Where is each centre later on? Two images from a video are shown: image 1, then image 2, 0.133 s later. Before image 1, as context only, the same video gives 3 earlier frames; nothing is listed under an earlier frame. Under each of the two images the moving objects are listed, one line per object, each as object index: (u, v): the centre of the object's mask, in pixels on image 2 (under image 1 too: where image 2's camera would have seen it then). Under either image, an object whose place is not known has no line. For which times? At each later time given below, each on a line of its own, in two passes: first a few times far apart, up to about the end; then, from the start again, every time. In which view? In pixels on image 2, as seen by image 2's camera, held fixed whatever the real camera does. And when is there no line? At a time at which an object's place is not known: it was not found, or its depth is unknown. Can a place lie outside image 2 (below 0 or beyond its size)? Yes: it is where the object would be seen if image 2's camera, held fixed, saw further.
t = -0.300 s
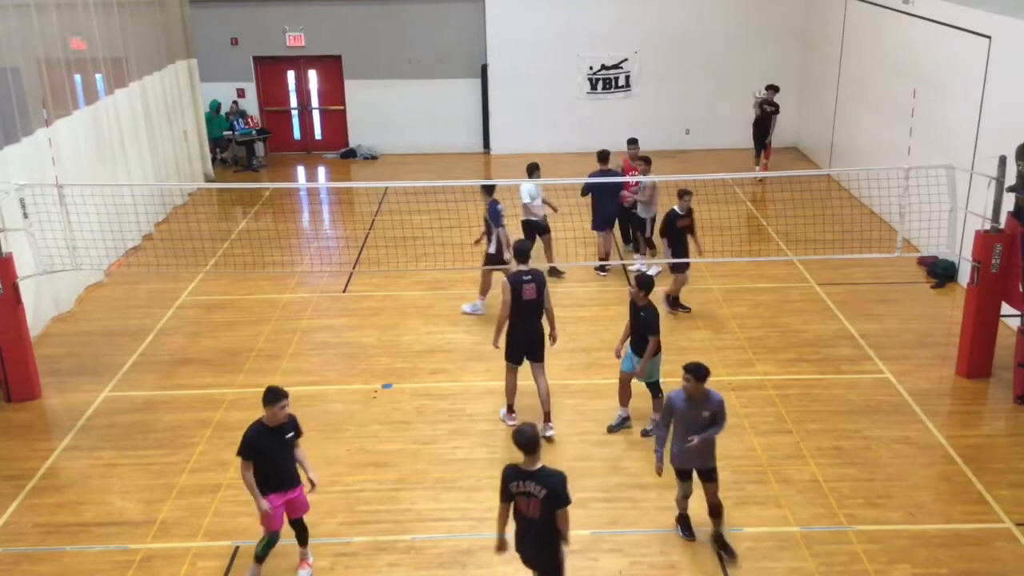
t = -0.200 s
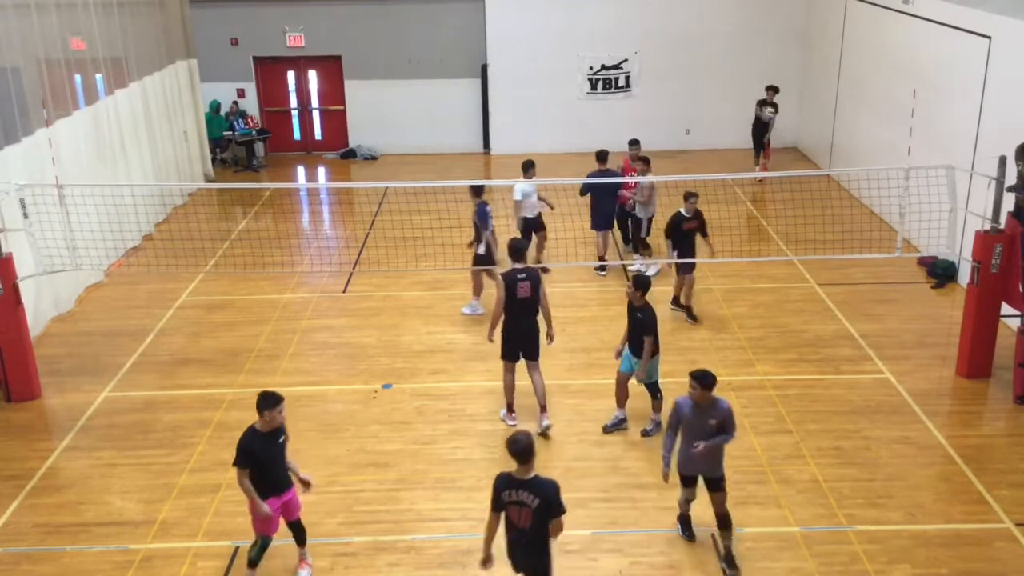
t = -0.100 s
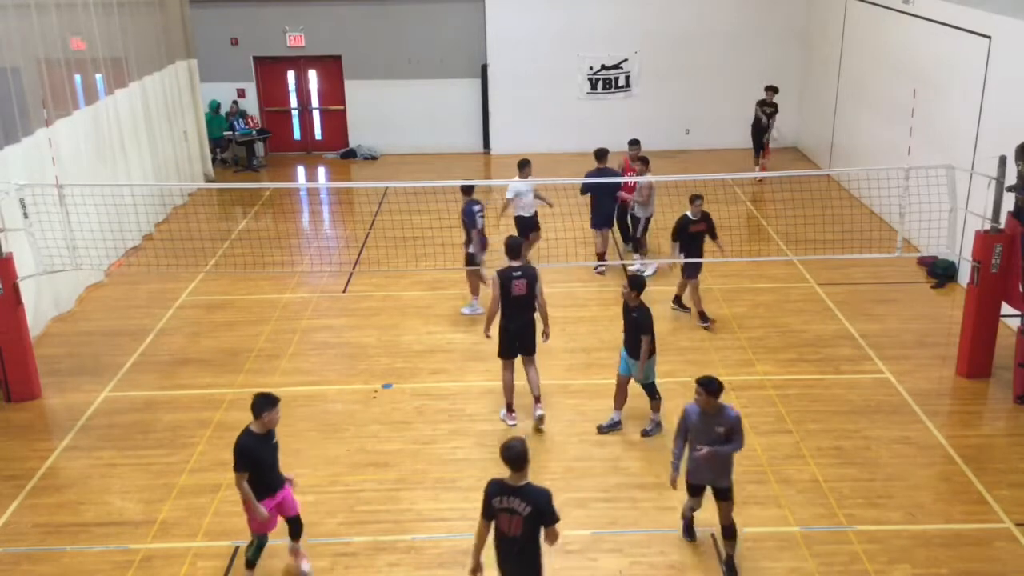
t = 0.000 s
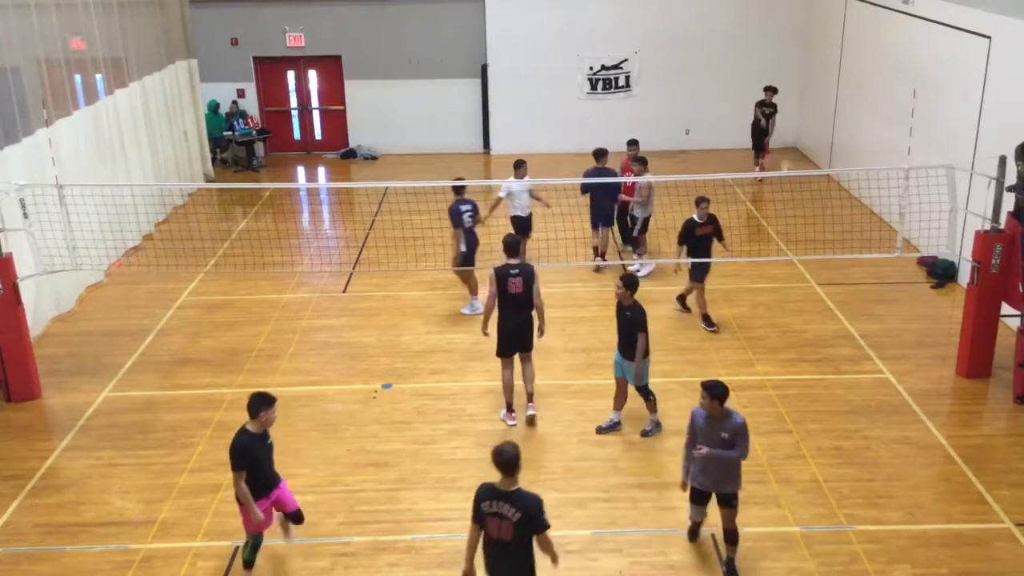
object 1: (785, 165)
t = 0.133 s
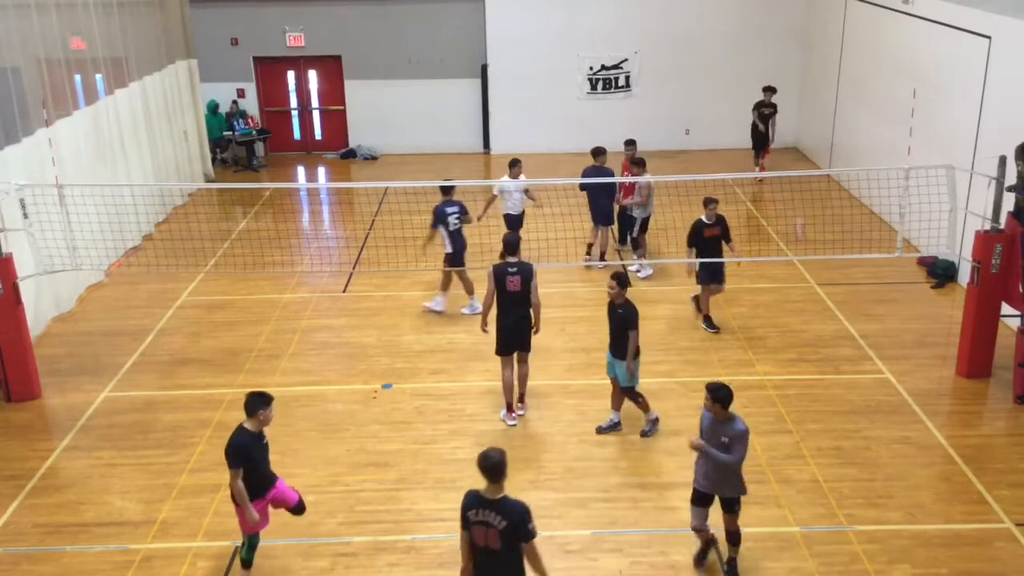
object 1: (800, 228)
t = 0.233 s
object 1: (813, 287)
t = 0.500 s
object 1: (840, 289)
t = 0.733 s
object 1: (864, 299)
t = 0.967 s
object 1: (888, 362)
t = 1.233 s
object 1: (916, 475)
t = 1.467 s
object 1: (959, 493)
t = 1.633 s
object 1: (992, 548)
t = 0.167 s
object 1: (805, 247)
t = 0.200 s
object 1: (809, 266)
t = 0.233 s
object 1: (813, 287)
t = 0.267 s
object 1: (814, 309)
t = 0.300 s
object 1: (819, 316)
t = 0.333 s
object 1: (823, 308)
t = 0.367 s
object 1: (825, 303)
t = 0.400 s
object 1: (829, 299)
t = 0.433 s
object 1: (833, 293)
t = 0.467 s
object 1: (837, 291)
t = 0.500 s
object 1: (840, 289)
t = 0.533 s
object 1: (843, 288)
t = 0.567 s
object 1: (847, 287)
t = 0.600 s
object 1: (851, 288)
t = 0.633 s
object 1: (854, 289)
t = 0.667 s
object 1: (857, 292)
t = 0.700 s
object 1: (861, 295)
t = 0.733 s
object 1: (864, 299)
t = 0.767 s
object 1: (868, 304)
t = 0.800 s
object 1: (871, 311)
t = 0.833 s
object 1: (875, 318)
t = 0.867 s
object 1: (879, 327)
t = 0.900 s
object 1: (882, 337)
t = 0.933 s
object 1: (884, 348)
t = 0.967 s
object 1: (888, 362)
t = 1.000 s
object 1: (892, 376)
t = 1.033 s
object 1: (893, 391)
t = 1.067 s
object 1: (897, 407)
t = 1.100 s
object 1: (901, 425)
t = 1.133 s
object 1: (903, 446)
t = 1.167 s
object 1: (907, 470)
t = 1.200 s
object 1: (910, 479)
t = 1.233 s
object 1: (916, 475)
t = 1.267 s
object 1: (922, 474)
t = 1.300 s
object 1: (929, 474)
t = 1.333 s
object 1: (935, 475)
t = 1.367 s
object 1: (942, 478)
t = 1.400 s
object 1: (946, 481)
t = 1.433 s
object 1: (953, 487)
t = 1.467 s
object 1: (959, 493)
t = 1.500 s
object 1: (965, 499)
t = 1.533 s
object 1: (971, 509)
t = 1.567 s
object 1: (979, 522)
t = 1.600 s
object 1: (985, 535)
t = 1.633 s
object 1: (992, 548)
